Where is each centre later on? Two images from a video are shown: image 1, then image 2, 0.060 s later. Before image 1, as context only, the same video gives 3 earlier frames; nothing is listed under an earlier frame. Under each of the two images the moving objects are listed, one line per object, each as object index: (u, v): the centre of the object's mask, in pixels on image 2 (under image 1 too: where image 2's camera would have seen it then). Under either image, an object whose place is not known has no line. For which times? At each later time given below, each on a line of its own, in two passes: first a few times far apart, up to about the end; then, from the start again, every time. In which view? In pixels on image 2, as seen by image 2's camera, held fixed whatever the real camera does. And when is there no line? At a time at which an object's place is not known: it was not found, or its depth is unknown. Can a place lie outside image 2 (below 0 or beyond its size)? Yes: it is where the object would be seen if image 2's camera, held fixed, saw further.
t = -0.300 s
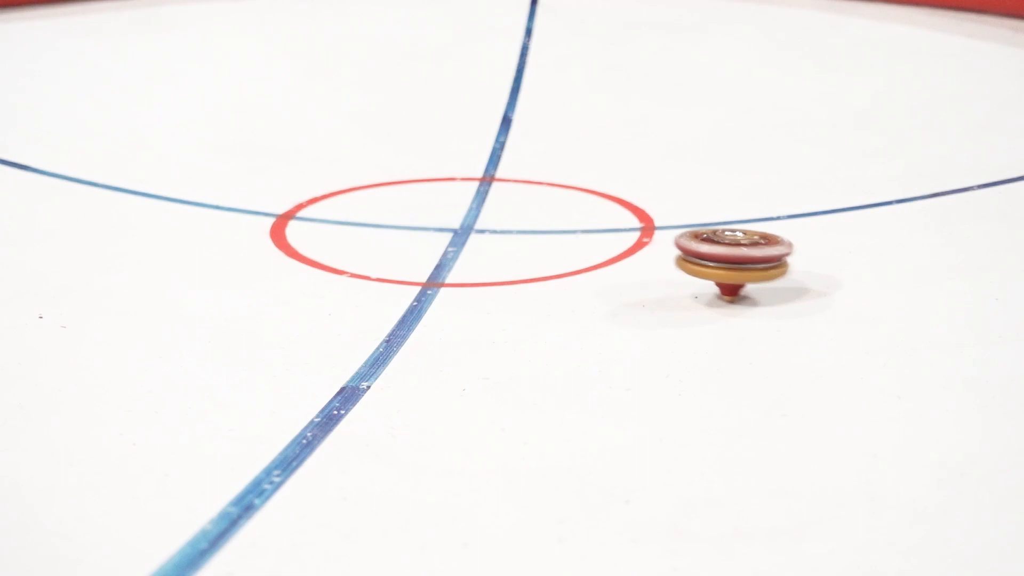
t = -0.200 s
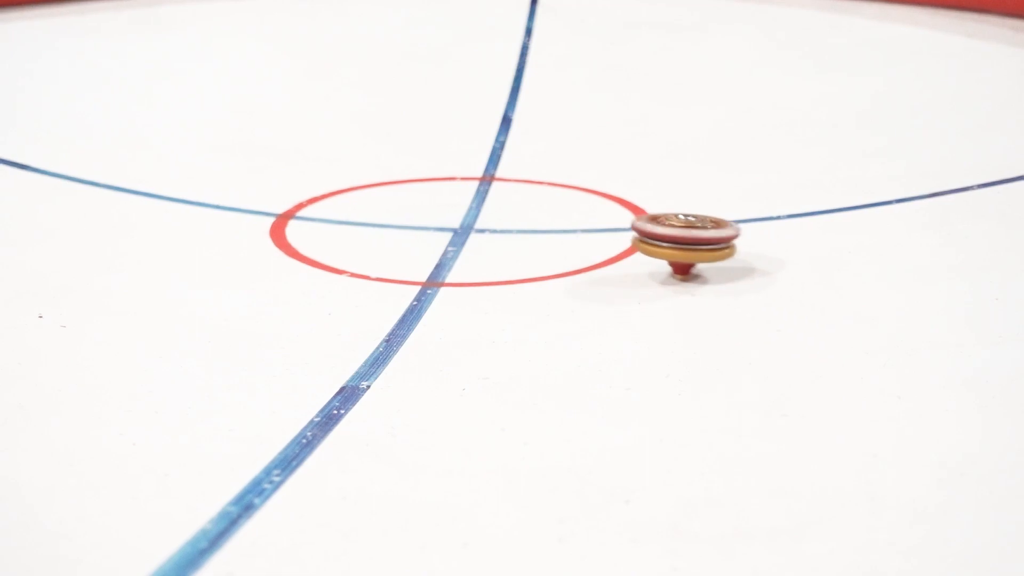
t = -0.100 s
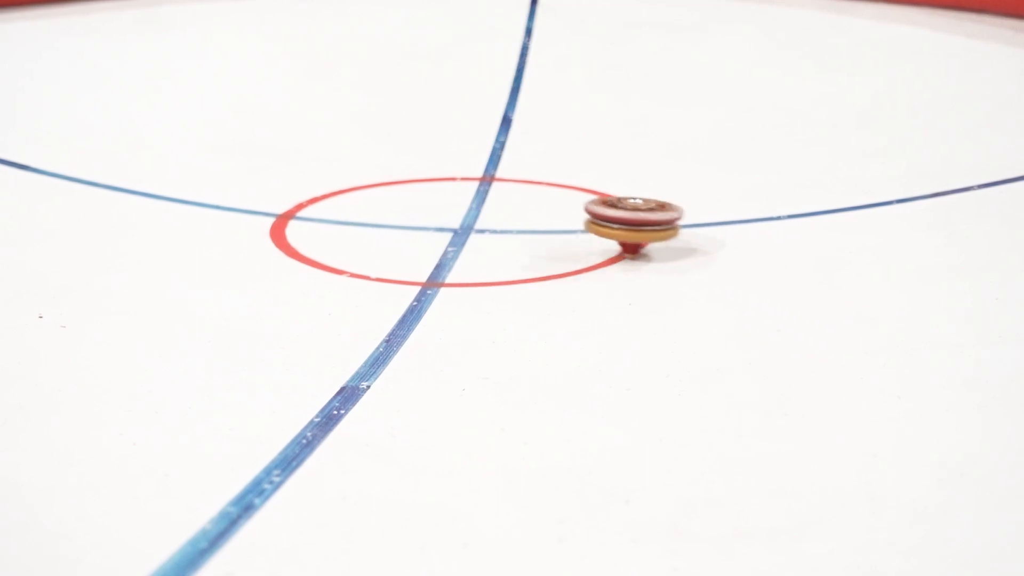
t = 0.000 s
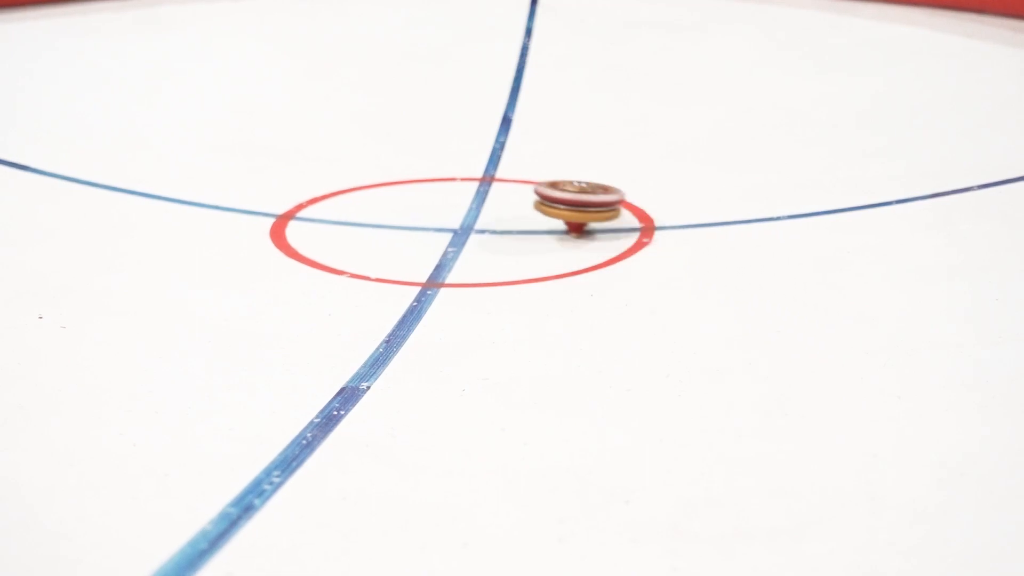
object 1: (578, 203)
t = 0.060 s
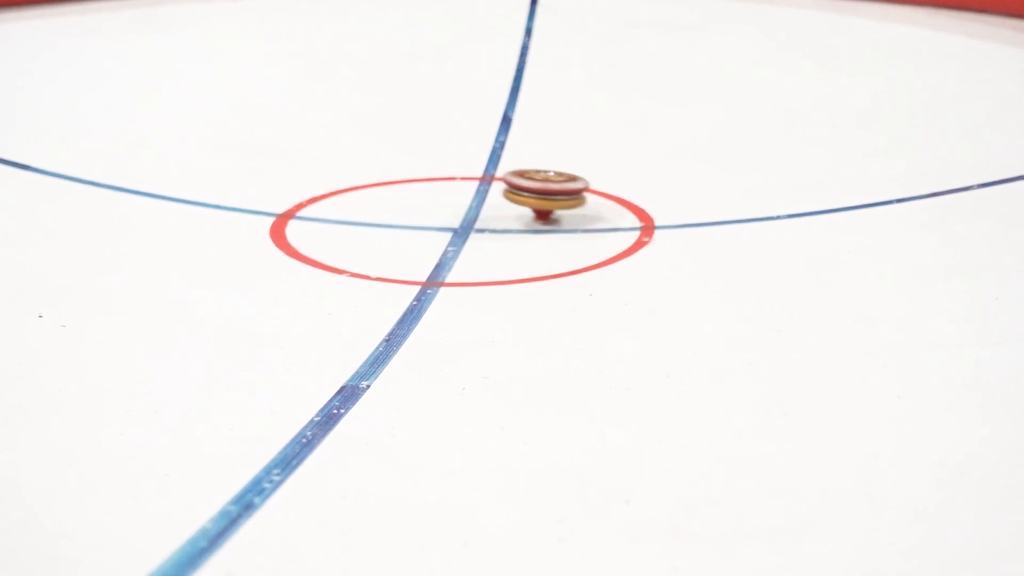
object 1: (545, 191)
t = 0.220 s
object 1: (457, 165)
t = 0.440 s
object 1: (349, 133)
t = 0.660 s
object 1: (289, 116)
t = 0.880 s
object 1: (281, 115)
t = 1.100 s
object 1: (281, 116)
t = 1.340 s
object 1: (285, 118)
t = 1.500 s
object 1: (297, 124)
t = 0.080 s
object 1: (533, 187)
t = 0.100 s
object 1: (523, 184)
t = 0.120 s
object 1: (512, 180)
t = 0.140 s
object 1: (501, 178)
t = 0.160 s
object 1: (490, 174)
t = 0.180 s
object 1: (478, 171)
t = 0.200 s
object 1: (467, 168)
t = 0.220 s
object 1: (457, 165)
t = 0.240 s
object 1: (446, 162)
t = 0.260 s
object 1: (436, 159)
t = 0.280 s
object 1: (425, 155)
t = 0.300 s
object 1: (414, 152)
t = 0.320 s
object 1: (404, 148)
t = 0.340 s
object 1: (394, 146)
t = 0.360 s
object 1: (385, 142)
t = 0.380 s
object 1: (375, 140)
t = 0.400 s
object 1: (366, 137)
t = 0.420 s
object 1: (357, 135)
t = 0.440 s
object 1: (349, 133)
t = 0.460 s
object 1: (341, 131)
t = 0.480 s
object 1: (333, 129)
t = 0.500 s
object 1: (326, 127)
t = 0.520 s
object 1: (320, 125)
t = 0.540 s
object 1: (314, 123)
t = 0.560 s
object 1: (309, 122)
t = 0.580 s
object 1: (304, 120)
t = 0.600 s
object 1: (299, 119)
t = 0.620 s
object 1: (296, 118)
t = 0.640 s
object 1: (292, 117)
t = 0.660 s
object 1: (289, 116)
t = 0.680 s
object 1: (287, 116)
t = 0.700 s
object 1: (285, 115)
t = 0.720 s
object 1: (284, 115)
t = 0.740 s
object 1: (284, 115)
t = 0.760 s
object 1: (283, 115)
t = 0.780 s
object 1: (282, 115)
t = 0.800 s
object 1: (282, 115)
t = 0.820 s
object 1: (281, 115)
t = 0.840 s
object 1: (281, 115)
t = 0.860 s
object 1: (281, 115)
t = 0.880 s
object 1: (281, 115)
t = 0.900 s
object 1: (281, 115)
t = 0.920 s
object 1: (280, 114)
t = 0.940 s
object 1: (280, 114)
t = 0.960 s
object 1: (280, 115)
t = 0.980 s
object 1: (280, 115)
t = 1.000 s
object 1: (281, 115)
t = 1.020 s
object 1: (281, 115)
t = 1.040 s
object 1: (280, 115)
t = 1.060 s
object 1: (280, 115)
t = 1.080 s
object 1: (281, 116)
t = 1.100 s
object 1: (281, 116)
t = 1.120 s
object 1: (282, 116)
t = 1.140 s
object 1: (282, 116)
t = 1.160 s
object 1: (282, 116)
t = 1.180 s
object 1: (283, 115)
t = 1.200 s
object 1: (283, 116)
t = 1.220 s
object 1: (283, 116)
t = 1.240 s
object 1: (284, 116)
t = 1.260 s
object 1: (284, 116)
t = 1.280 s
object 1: (284, 116)
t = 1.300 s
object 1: (284, 117)
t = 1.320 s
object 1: (284, 118)
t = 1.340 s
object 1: (285, 118)
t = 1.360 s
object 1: (285, 118)
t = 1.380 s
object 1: (286, 119)
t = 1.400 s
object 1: (287, 119)
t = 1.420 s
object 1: (289, 120)
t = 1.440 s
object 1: (290, 121)
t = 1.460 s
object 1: (292, 122)
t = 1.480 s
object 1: (294, 123)
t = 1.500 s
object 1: (297, 124)
